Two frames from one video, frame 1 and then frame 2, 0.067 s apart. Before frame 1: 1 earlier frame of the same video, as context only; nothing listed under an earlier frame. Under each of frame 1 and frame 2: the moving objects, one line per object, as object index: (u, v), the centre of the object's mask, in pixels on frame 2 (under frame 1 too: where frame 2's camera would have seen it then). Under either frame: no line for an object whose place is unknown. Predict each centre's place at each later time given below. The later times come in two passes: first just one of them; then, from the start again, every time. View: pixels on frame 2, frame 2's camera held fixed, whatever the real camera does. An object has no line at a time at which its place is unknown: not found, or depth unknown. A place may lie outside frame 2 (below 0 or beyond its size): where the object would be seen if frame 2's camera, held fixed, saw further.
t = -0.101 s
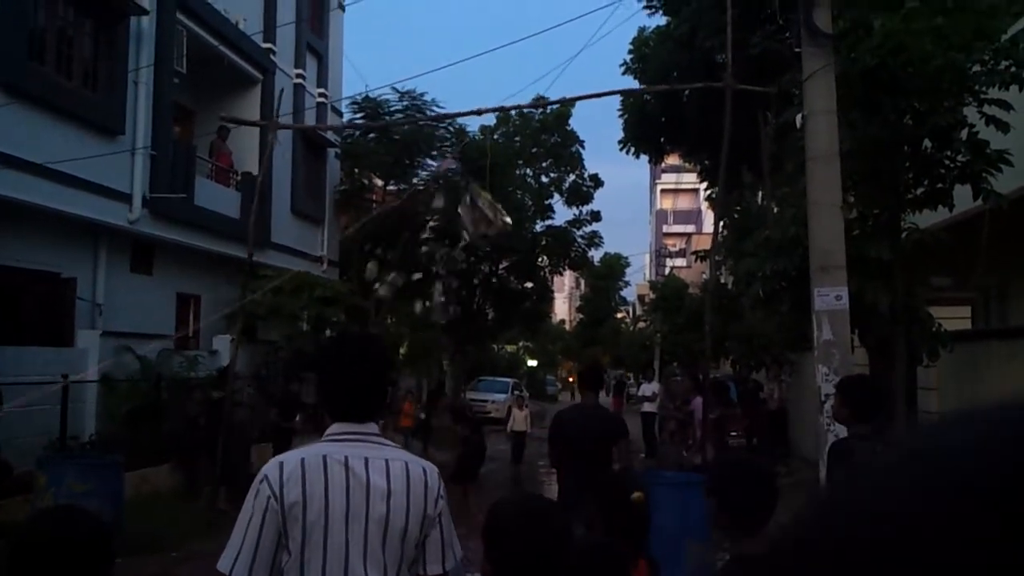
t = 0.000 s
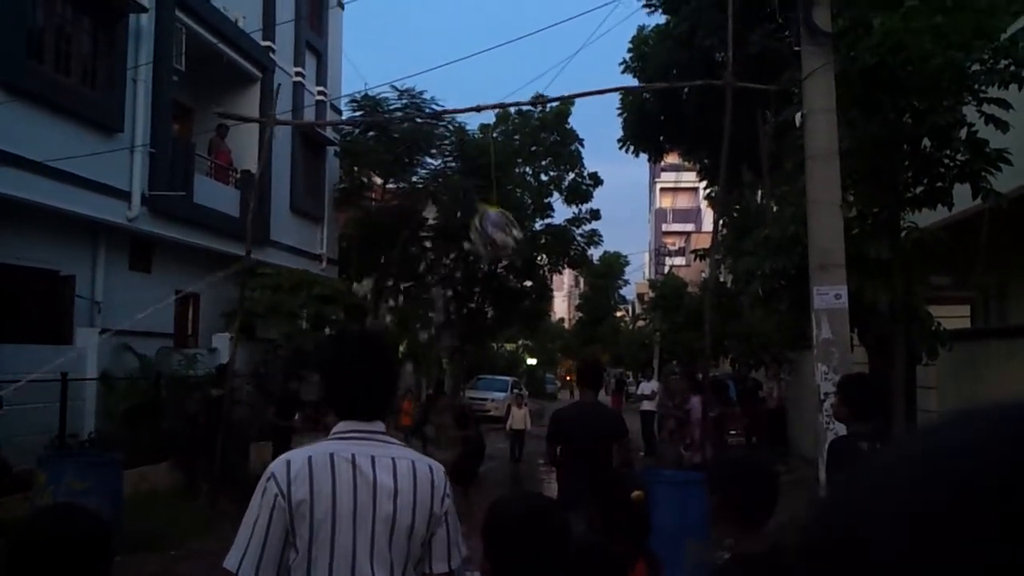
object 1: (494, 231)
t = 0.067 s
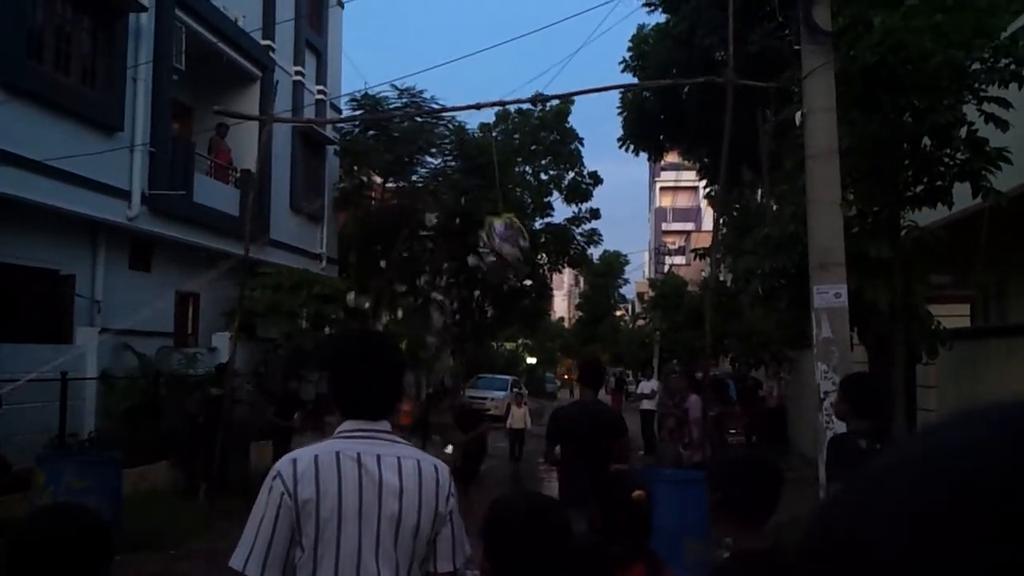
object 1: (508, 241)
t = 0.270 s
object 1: (518, 272)
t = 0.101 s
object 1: (509, 249)
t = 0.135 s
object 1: (510, 254)
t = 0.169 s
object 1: (515, 258)
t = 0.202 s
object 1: (519, 266)
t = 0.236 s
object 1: (520, 268)
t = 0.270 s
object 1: (518, 272)
